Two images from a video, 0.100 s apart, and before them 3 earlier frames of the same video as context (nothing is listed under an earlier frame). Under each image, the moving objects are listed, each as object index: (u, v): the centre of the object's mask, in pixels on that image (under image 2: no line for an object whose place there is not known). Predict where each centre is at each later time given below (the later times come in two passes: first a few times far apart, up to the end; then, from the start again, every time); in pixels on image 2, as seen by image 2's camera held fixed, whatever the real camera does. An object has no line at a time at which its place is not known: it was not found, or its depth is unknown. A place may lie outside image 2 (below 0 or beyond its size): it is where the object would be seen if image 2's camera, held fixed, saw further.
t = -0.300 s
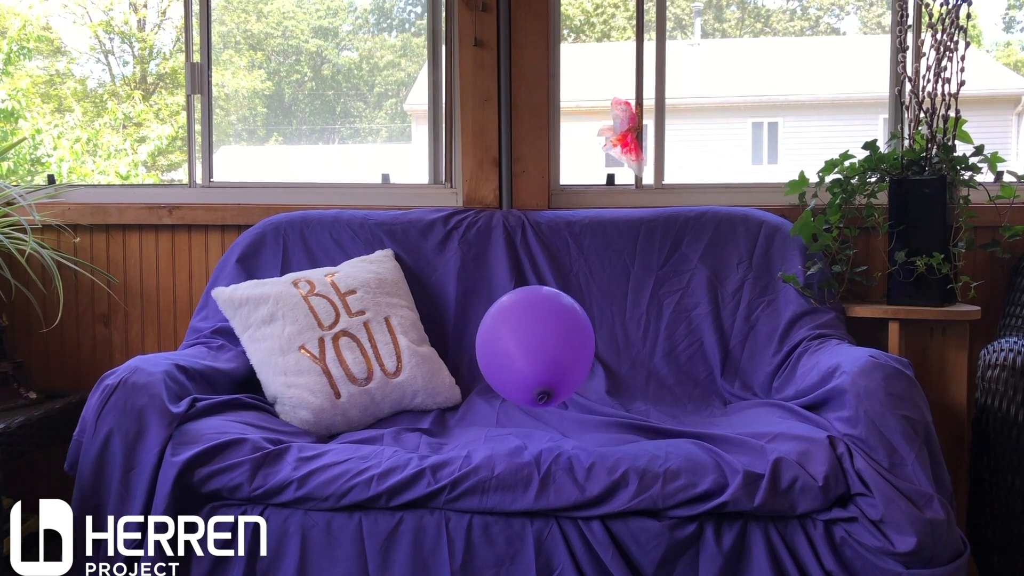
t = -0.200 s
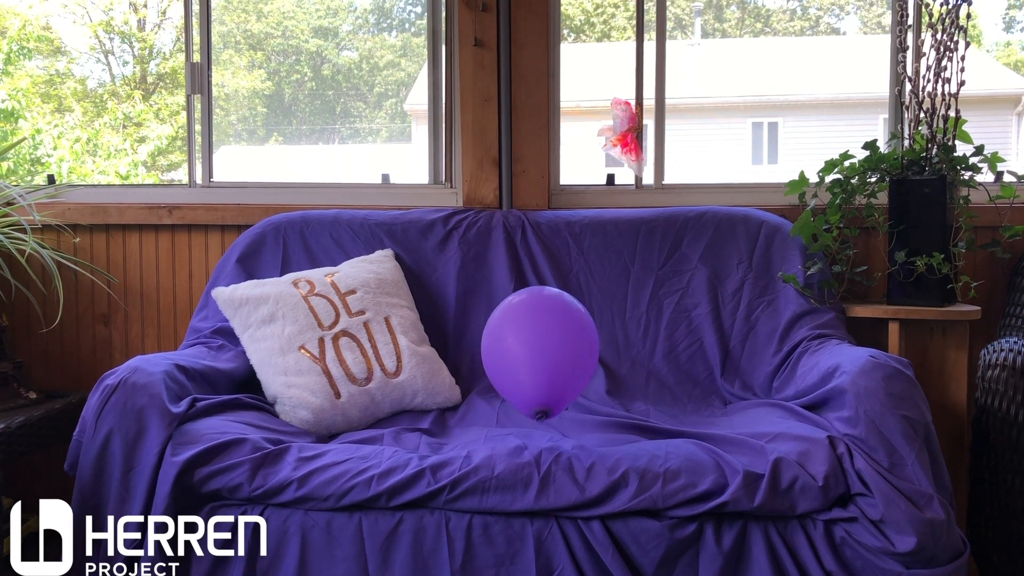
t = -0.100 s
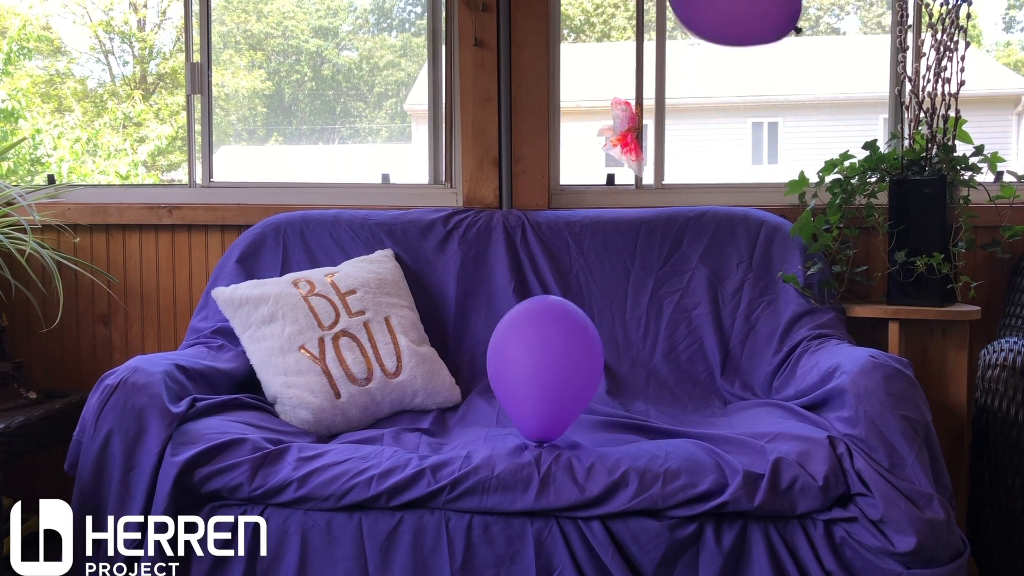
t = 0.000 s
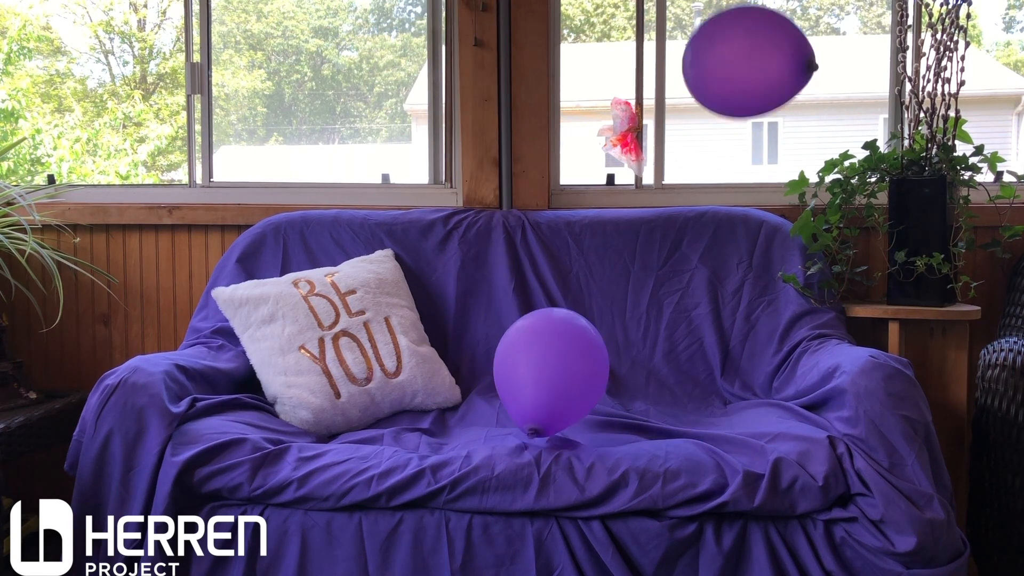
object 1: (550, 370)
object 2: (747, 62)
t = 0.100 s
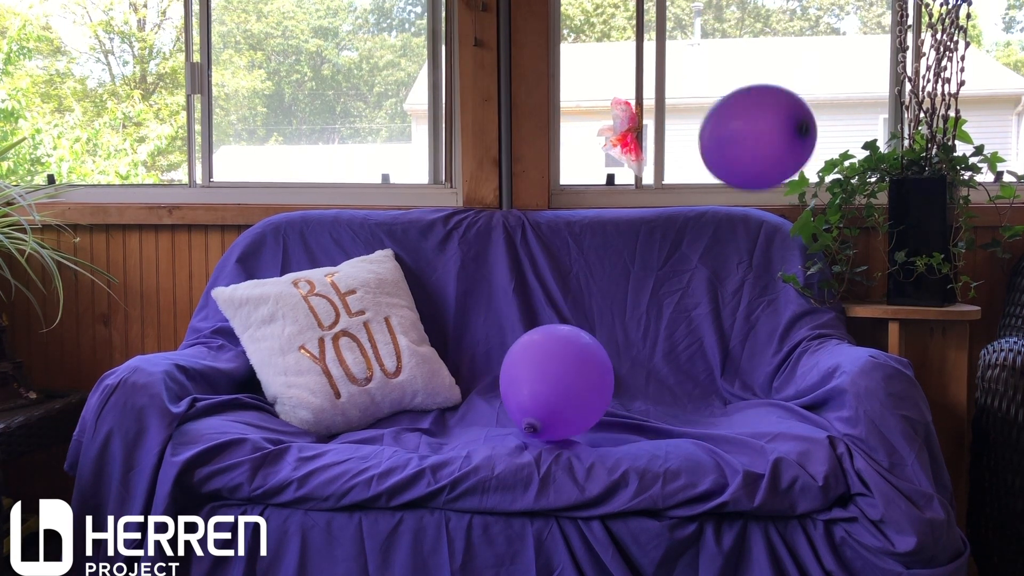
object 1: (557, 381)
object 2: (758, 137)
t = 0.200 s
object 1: (563, 388)
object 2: (768, 209)
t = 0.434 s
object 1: (581, 391)
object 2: (755, 351)
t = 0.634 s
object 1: (566, 391)
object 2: (688, 357)
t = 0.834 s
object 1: (537, 379)
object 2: (701, 375)
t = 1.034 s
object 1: (521, 379)
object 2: (720, 376)
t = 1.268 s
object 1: (517, 380)
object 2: (736, 378)
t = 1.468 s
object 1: (526, 380)
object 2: (726, 379)
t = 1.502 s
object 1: (528, 380)
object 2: (724, 379)
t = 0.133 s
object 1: (558, 387)
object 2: (761, 161)
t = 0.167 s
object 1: (560, 390)
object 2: (764, 186)
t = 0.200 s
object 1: (563, 388)
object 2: (768, 209)
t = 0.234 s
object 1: (567, 387)
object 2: (770, 232)
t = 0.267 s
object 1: (570, 386)
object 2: (773, 254)
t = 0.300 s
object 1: (573, 386)
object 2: (777, 278)
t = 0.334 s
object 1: (575, 387)
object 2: (780, 302)
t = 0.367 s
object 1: (578, 389)
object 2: (782, 327)
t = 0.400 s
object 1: (580, 390)
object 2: (773, 343)
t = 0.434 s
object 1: (581, 391)
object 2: (755, 351)
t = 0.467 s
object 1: (583, 391)
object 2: (737, 354)
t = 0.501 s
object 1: (583, 391)
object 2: (719, 354)
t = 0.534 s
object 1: (583, 391)
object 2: (703, 355)
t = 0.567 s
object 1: (582, 391)
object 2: (689, 357)
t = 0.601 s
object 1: (573, 393)
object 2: (688, 357)
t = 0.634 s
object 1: (566, 391)
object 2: (688, 357)
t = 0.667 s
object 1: (561, 387)
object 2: (690, 359)
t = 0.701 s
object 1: (556, 383)
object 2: (691, 363)
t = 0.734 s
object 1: (551, 380)
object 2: (694, 367)
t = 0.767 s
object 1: (546, 379)
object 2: (696, 371)
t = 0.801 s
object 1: (541, 378)
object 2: (699, 374)
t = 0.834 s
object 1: (537, 379)
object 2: (701, 375)
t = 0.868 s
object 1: (533, 379)
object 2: (704, 373)
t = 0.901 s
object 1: (530, 378)
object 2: (707, 372)
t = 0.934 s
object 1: (527, 378)
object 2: (711, 372)
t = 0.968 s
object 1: (524, 379)
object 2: (714, 372)
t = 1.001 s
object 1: (522, 379)
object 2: (717, 374)
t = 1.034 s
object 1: (521, 379)
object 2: (720, 376)
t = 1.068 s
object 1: (519, 379)
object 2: (723, 377)
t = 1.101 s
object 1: (518, 379)
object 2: (726, 378)
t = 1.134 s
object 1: (517, 379)
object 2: (729, 379)
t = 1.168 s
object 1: (517, 379)
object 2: (732, 380)
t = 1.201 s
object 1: (517, 380)
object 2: (734, 380)
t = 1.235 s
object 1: (517, 380)
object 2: (735, 379)
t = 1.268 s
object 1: (517, 380)
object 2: (736, 378)
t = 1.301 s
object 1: (518, 380)
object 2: (736, 378)
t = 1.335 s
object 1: (519, 380)
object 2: (735, 378)
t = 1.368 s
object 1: (520, 380)
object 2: (734, 378)
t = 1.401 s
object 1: (522, 380)
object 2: (732, 378)
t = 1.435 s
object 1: (524, 380)
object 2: (730, 378)
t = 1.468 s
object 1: (526, 380)
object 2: (726, 379)
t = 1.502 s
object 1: (528, 380)
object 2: (724, 379)
